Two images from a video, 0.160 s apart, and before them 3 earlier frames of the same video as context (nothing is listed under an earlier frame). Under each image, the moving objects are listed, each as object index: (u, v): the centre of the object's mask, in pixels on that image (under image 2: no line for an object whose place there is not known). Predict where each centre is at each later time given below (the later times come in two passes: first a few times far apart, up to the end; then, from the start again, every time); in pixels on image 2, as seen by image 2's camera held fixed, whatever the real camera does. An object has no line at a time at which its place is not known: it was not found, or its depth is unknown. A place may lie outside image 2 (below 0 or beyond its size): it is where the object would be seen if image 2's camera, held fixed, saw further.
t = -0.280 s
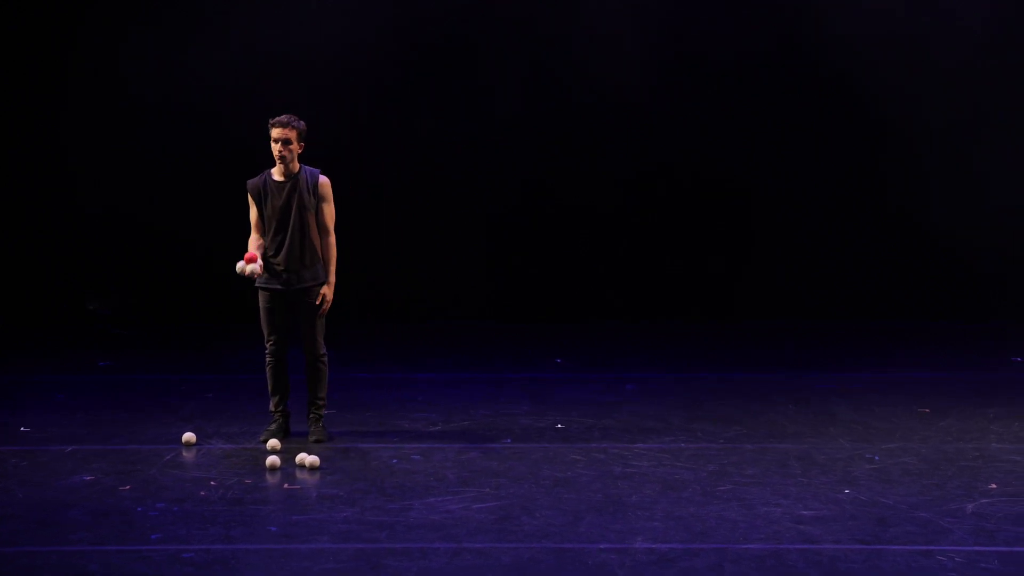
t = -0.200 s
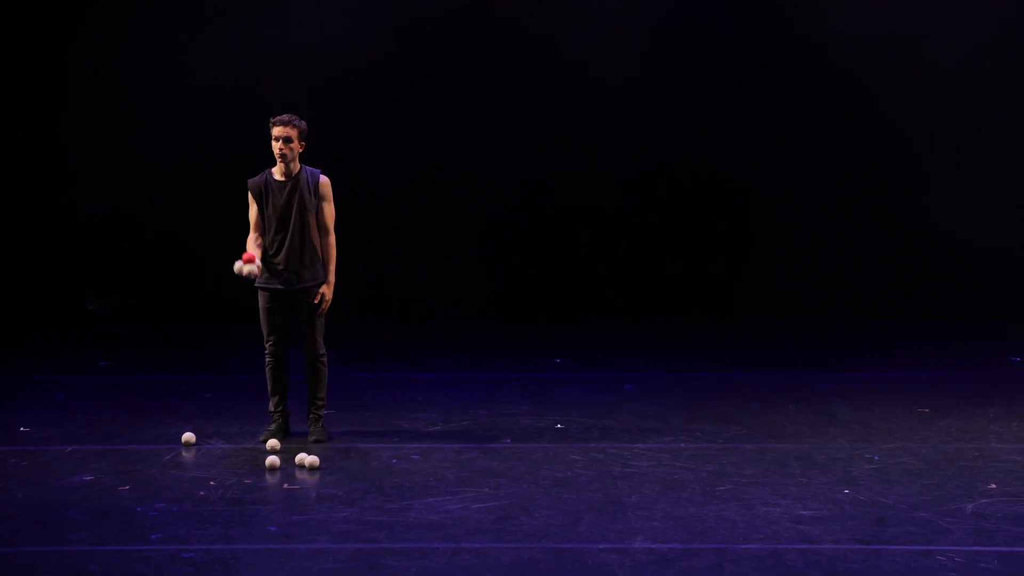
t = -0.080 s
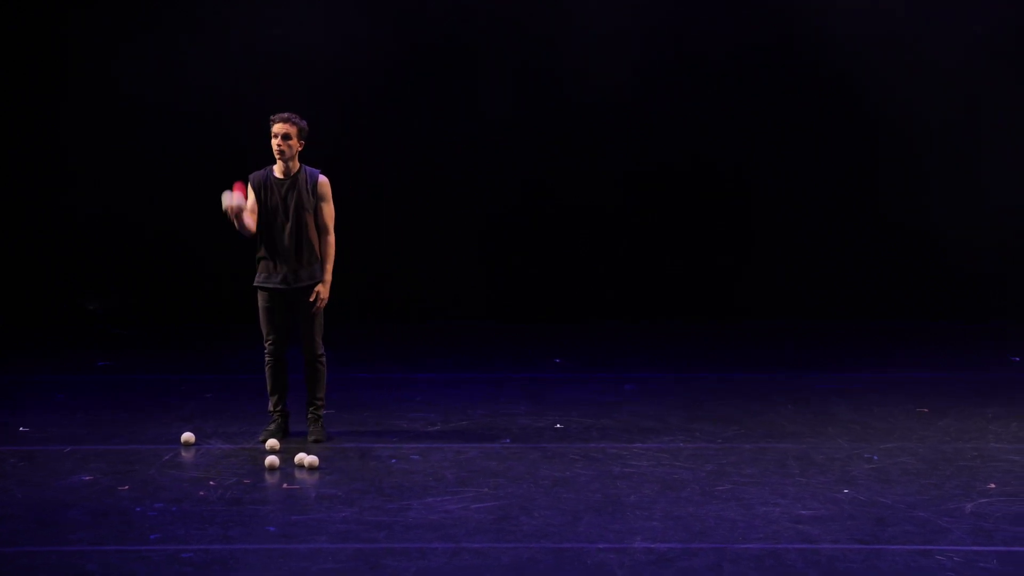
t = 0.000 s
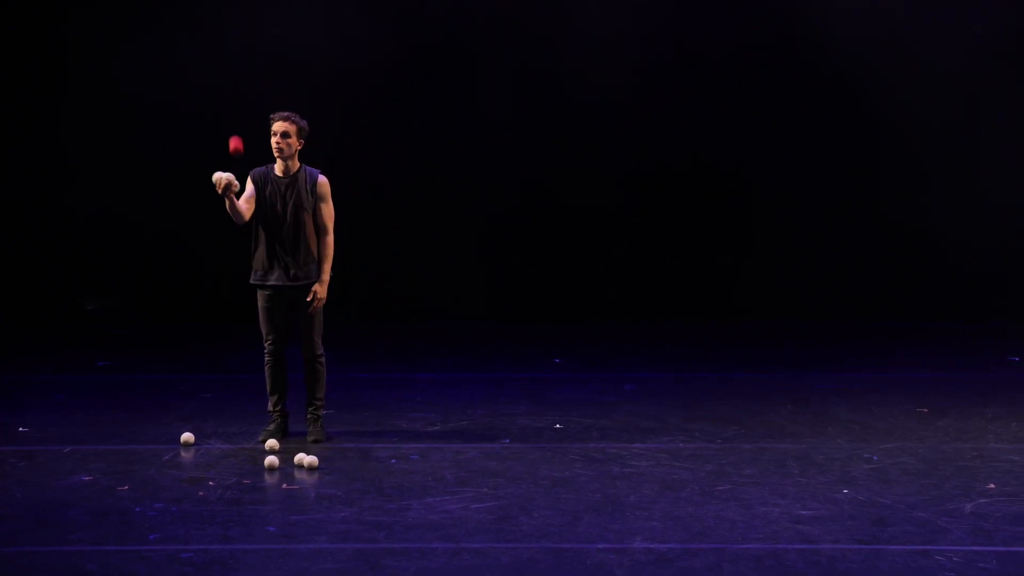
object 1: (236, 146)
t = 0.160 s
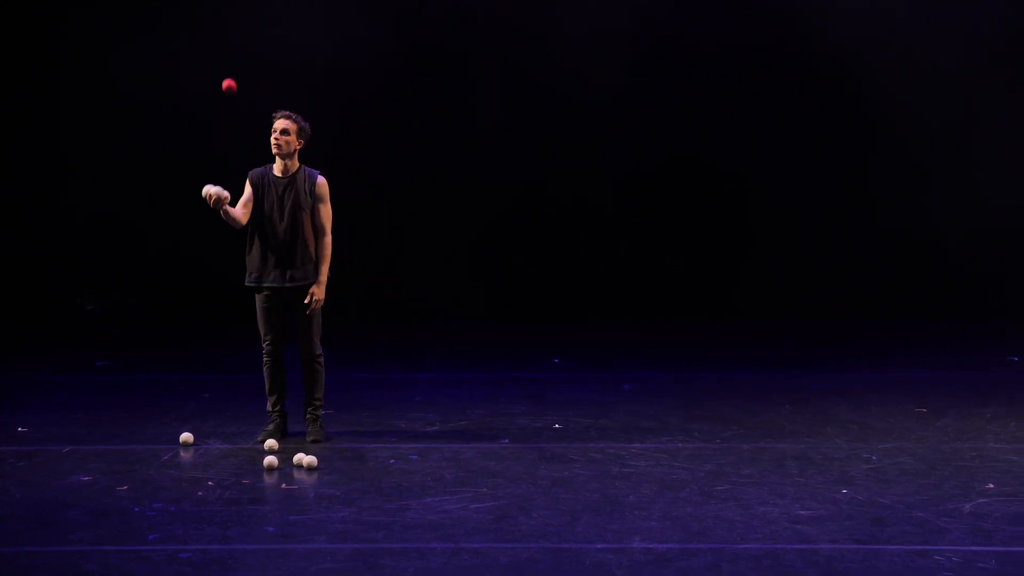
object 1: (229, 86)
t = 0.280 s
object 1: (226, 73)
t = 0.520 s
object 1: (222, 126)
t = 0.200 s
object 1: (228, 79)
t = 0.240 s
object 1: (227, 74)
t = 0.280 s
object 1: (226, 73)
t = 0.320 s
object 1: (225, 74)
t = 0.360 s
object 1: (224, 78)
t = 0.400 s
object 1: (223, 86)
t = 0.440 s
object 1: (223, 96)
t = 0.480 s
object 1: (222, 109)
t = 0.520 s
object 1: (222, 126)
